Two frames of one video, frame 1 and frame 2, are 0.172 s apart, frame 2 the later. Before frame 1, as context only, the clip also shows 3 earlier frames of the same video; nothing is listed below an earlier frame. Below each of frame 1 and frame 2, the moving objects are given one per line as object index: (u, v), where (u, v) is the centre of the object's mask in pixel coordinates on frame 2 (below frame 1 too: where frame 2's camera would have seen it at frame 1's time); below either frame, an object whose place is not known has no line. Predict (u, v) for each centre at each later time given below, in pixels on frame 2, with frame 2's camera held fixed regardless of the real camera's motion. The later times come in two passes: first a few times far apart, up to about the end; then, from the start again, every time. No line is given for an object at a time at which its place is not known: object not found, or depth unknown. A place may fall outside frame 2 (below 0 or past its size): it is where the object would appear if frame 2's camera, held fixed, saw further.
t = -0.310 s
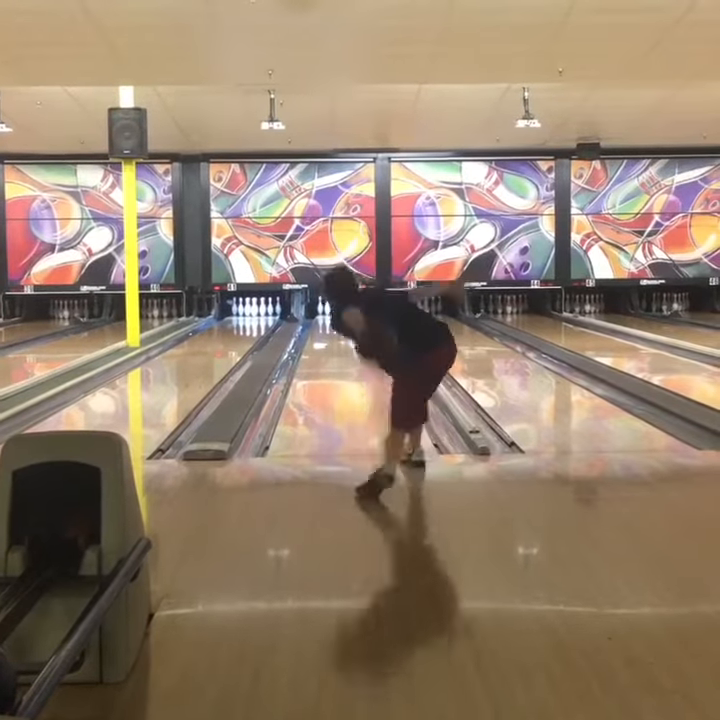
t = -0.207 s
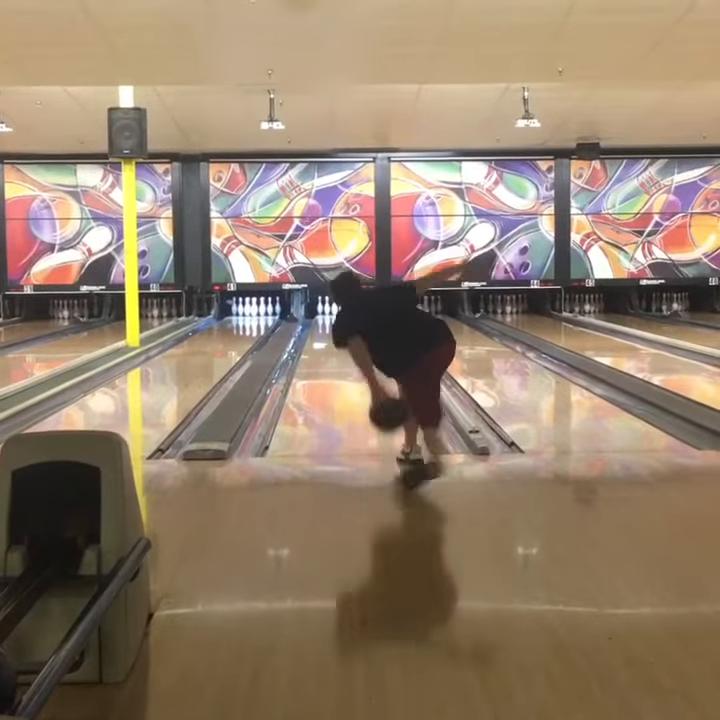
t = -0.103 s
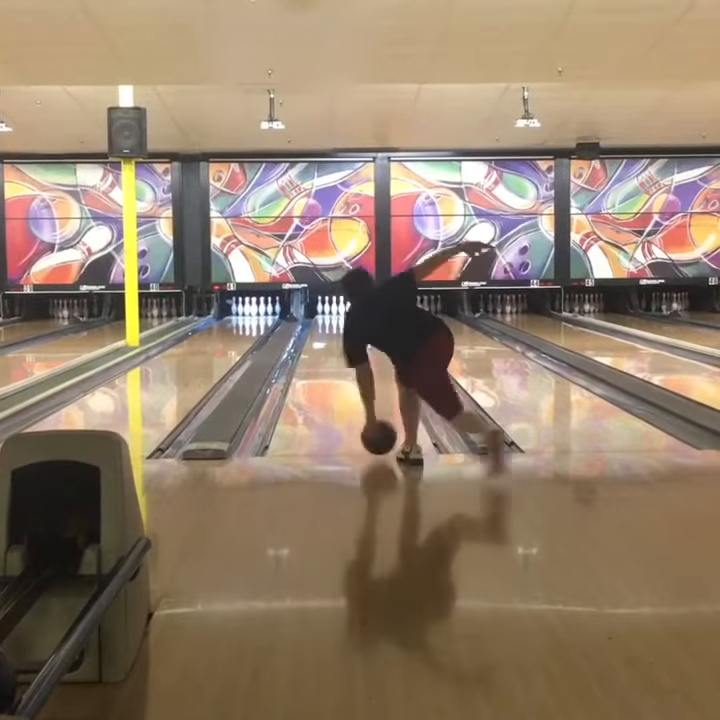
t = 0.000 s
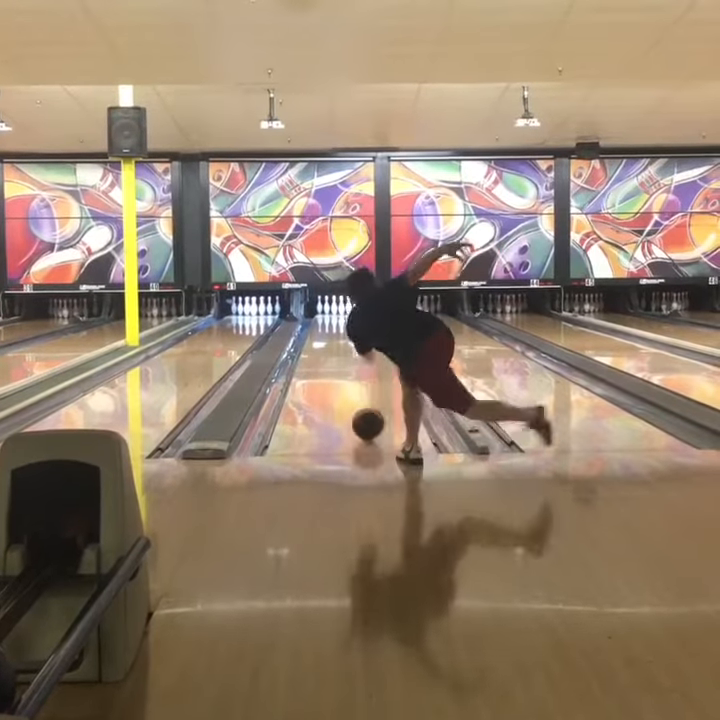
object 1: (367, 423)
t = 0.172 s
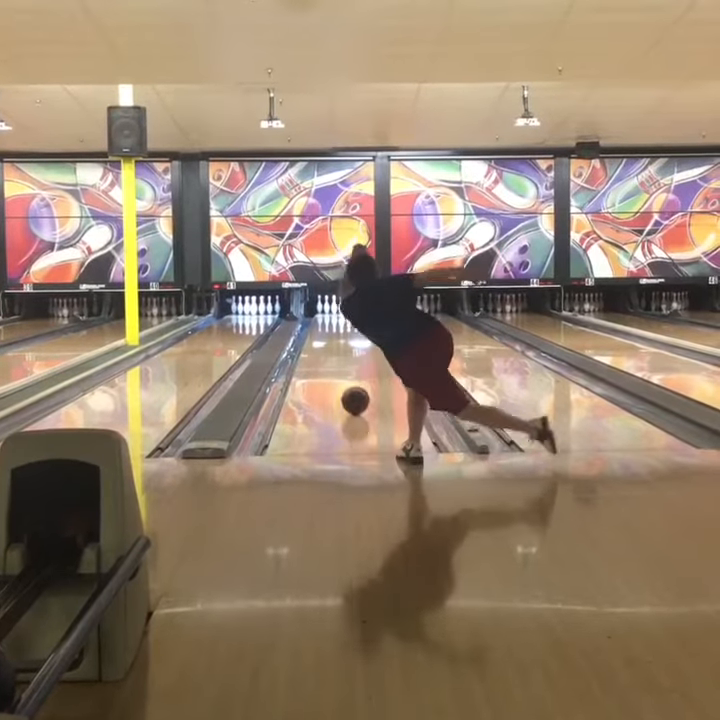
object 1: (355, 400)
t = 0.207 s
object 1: (353, 396)
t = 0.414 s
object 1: (343, 378)
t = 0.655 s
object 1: (334, 361)
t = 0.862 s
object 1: (329, 349)
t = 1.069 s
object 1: (325, 340)
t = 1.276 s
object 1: (323, 333)
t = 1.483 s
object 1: (322, 326)
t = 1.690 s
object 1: (321, 322)
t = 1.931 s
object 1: (325, 317)
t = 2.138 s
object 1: (330, 314)
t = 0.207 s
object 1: (353, 396)
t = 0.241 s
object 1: (351, 393)
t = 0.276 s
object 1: (349, 389)
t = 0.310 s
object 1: (347, 386)
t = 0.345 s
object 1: (346, 383)
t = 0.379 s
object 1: (344, 380)
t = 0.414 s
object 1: (343, 378)
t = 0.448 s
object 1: (341, 375)
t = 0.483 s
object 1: (340, 372)
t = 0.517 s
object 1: (339, 370)
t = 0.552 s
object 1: (338, 367)
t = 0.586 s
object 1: (336, 365)
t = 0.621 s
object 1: (335, 363)
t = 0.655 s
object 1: (334, 361)
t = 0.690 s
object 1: (333, 357)
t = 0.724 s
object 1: (331, 355)
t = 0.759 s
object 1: (331, 354)
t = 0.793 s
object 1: (330, 352)
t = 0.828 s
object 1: (329, 350)
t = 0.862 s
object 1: (329, 349)
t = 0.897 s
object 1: (328, 347)
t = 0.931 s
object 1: (327, 346)
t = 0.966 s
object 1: (327, 344)
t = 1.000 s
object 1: (326, 343)
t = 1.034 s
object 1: (326, 341)
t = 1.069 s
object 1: (325, 340)
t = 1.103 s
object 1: (325, 338)
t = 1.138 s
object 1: (324, 337)
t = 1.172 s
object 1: (324, 336)
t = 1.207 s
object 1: (324, 335)
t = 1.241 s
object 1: (324, 333)
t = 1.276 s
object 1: (323, 333)
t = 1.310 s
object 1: (323, 332)
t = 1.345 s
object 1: (323, 331)
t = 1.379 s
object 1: (323, 329)
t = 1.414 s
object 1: (323, 328)
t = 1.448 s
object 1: (322, 327)
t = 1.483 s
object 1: (322, 326)
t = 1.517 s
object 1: (322, 326)
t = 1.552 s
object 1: (322, 324)
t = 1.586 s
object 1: (322, 324)
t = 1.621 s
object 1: (322, 323)
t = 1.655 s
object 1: (322, 323)
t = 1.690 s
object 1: (321, 322)
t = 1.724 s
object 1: (322, 320)
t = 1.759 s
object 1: (322, 319)
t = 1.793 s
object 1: (323, 319)
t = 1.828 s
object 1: (323, 319)
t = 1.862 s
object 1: (323, 318)
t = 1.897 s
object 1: (324, 317)
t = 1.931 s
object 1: (325, 317)
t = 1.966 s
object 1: (325, 316)
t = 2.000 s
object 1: (326, 316)
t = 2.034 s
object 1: (327, 316)
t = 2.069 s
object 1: (328, 315)
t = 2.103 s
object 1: (329, 314)
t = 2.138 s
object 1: (330, 314)
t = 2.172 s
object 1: (331, 313)
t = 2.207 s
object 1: (332, 313)
